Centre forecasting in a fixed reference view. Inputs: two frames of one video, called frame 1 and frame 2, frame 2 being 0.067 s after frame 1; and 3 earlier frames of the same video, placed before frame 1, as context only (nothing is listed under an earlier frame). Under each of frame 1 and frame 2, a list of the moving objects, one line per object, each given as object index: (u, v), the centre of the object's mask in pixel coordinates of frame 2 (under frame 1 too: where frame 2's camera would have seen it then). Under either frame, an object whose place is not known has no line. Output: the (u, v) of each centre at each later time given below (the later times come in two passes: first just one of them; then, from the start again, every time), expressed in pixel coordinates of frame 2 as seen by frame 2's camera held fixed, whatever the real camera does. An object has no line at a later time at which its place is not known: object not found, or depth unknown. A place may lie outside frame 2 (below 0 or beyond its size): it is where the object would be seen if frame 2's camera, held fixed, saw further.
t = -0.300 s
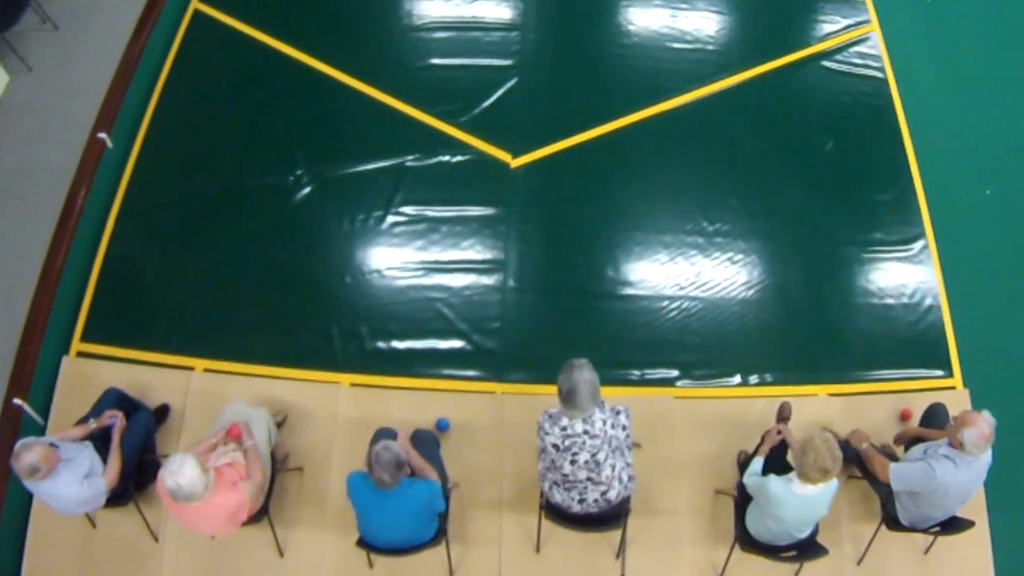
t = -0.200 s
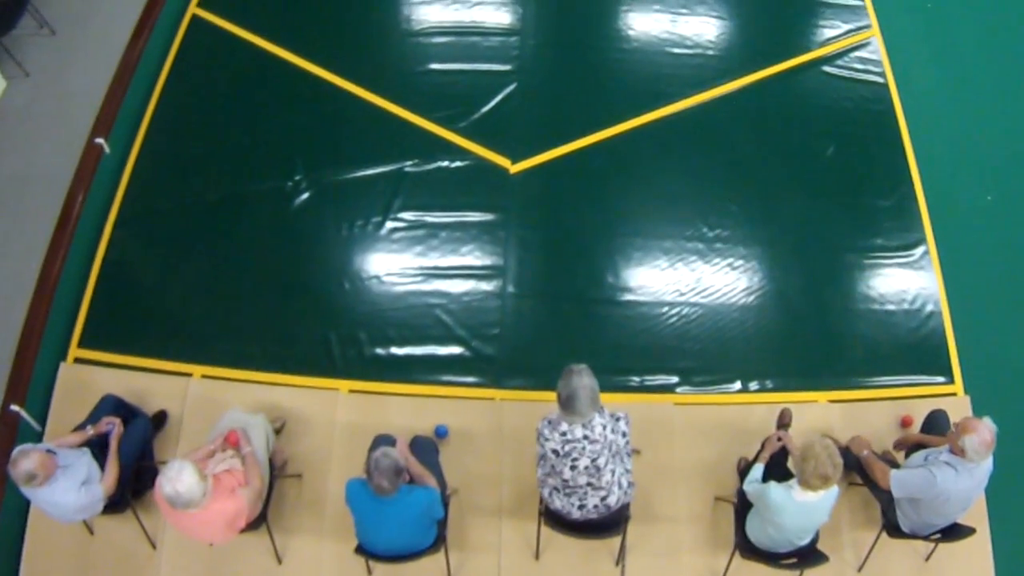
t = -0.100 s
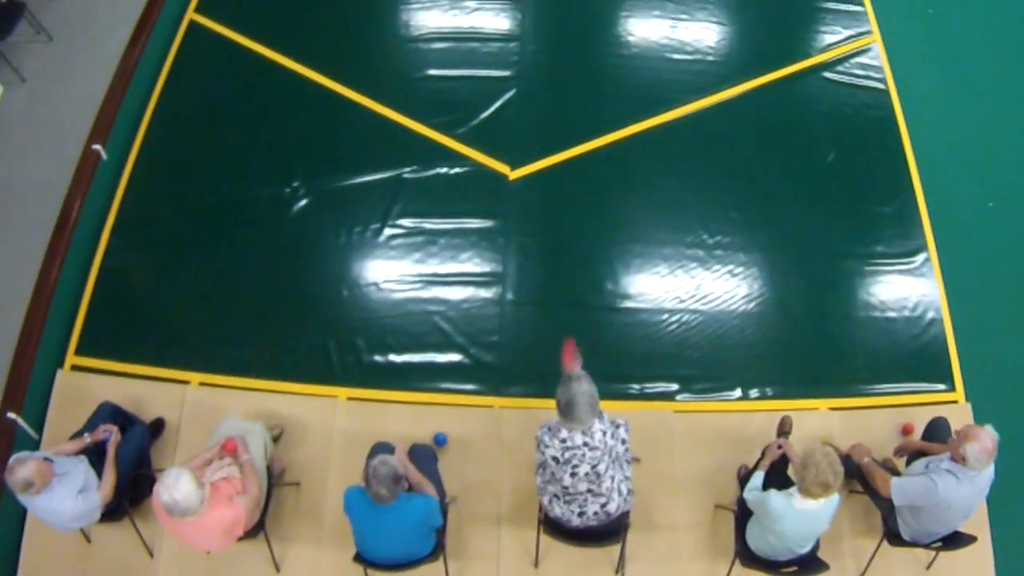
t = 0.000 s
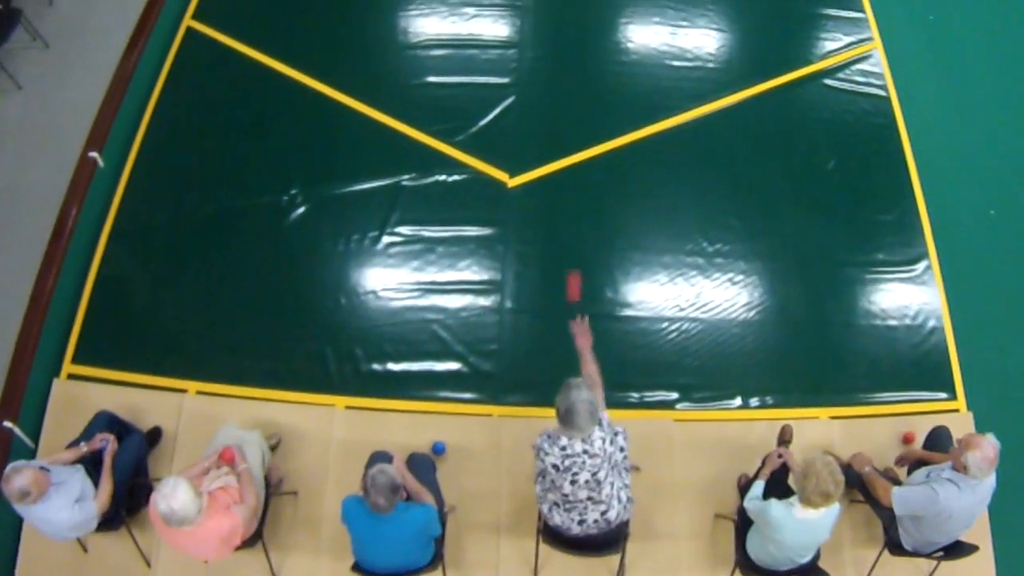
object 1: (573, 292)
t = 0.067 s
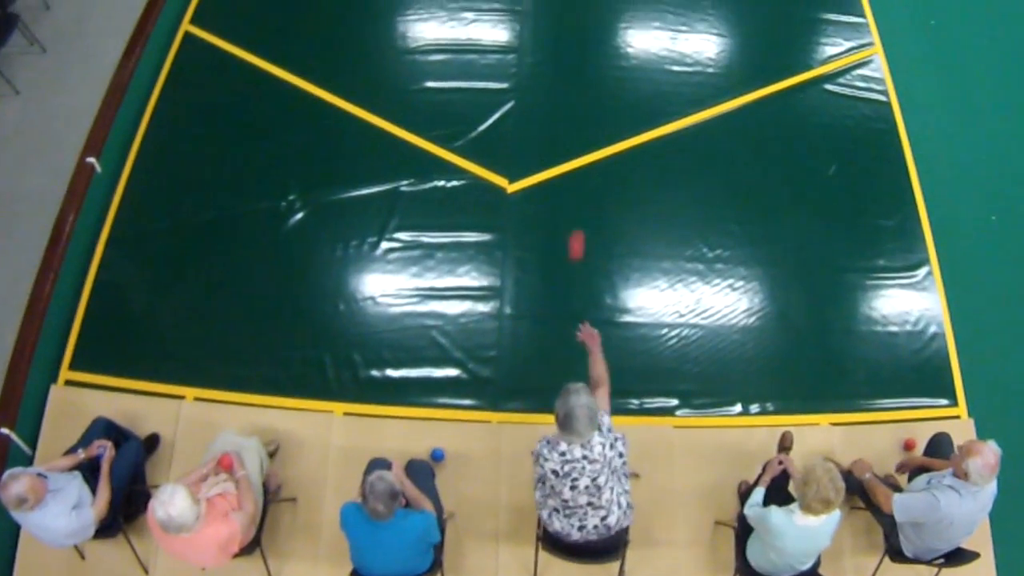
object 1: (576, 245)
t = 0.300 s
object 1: (587, 115)
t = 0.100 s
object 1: (578, 223)
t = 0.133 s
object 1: (581, 201)
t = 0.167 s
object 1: (582, 182)
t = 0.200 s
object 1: (583, 163)
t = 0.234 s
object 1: (584, 144)
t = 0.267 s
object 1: (586, 129)
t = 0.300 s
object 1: (587, 115)
